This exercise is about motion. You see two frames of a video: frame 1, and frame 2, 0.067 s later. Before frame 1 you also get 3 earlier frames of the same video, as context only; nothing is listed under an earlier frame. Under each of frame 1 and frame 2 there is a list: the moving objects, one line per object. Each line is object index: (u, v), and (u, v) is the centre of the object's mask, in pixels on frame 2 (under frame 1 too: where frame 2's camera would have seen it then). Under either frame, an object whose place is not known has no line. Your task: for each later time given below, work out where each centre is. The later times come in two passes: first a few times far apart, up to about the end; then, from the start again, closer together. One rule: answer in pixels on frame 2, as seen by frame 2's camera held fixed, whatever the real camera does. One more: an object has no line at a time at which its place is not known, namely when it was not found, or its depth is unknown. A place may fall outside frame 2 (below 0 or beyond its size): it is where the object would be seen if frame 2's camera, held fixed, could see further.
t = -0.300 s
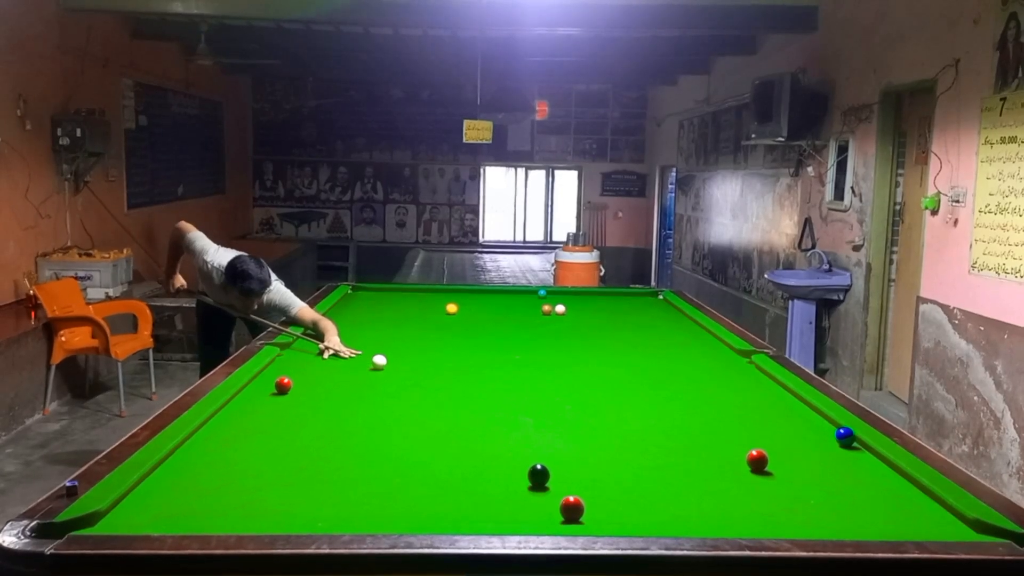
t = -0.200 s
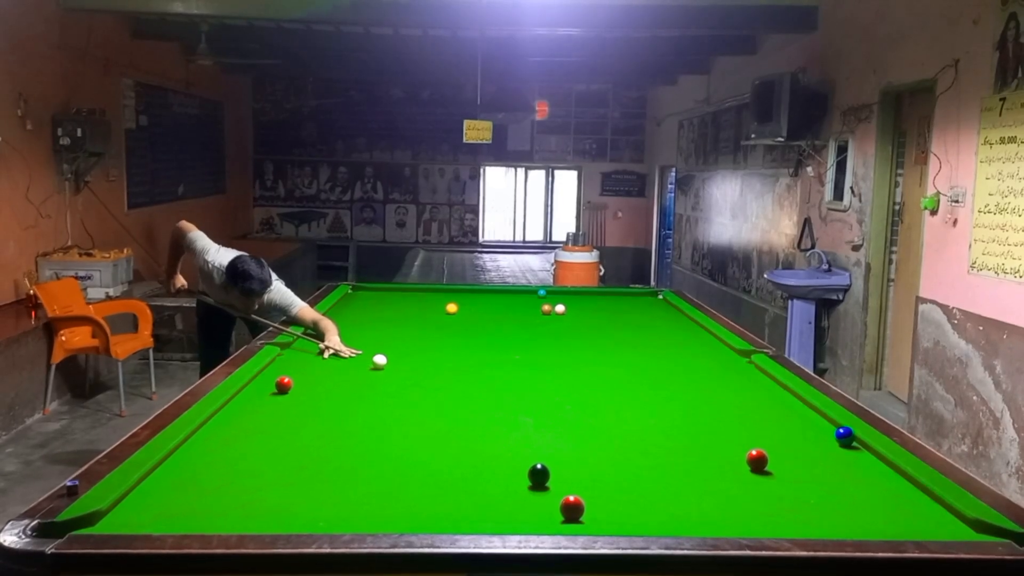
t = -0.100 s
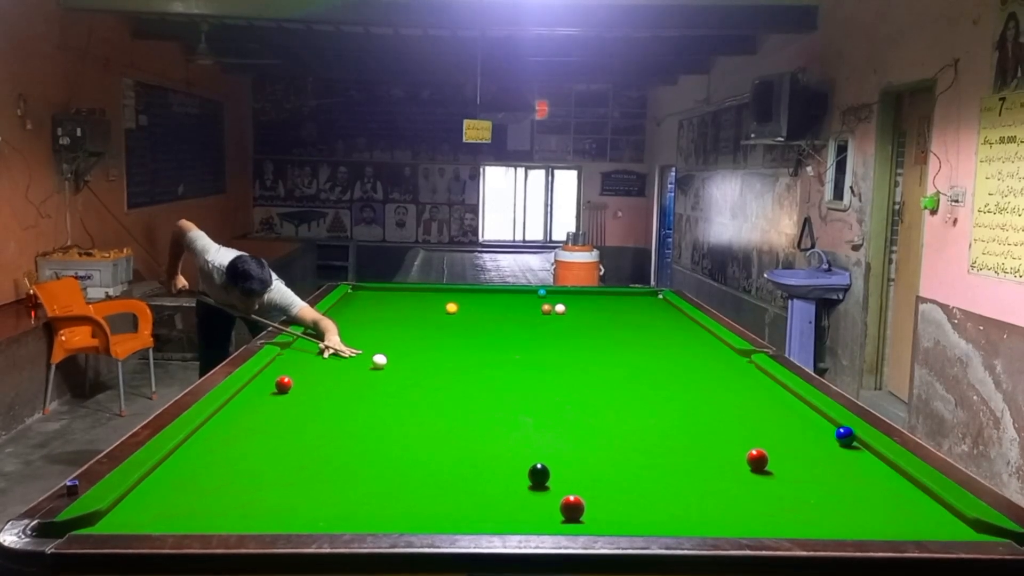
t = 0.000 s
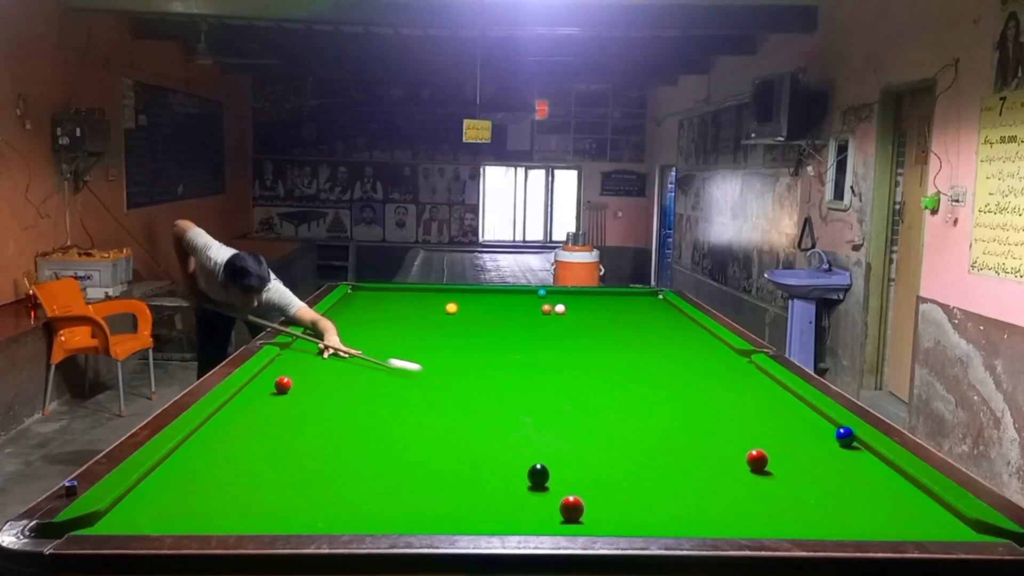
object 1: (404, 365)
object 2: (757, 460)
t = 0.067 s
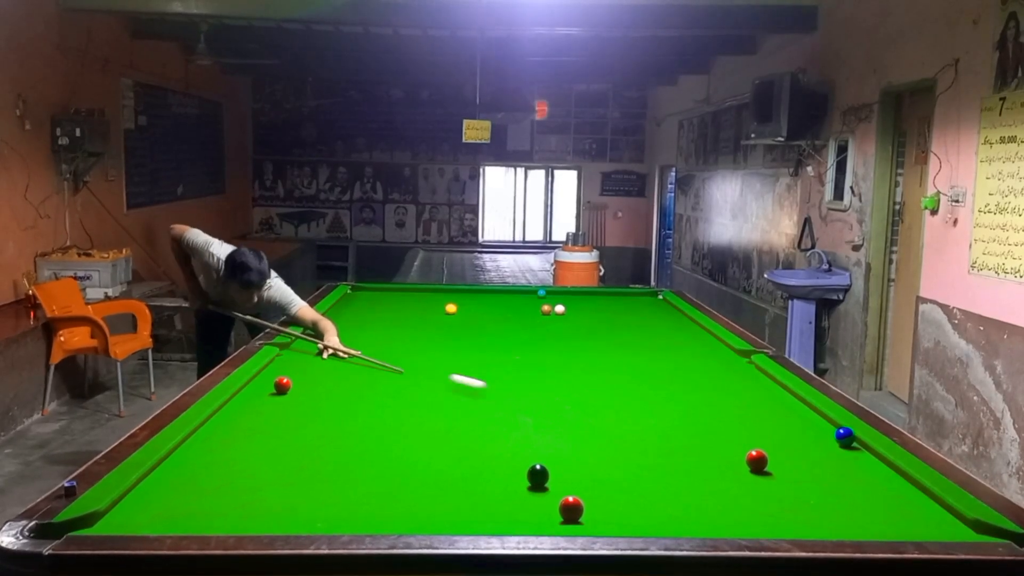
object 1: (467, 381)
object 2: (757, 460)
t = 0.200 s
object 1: (615, 419)
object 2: (757, 460)
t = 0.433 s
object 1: (742, 459)
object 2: (932, 512)
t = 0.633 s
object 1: (750, 463)
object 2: (789, 511)
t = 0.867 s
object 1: (759, 468)
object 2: (618, 476)
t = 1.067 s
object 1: (764, 471)
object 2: (495, 453)
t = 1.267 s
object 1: (769, 474)
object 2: (390, 434)
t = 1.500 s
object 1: (773, 477)
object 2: (283, 414)
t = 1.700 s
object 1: (775, 478)
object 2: (260, 400)
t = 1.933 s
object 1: (776, 479)
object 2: (342, 385)
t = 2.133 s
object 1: (776, 479)
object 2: (400, 375)
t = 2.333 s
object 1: (776, 479)
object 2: (452, 366)
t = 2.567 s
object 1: (776, 479)
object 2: (504, 357)
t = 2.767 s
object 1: (776, 479)
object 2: (545, 350)
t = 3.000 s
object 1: (776, 479)
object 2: (586, 342)
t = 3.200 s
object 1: (776, 479)
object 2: (618, 337)
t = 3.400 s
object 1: (776, 479)
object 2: (646, 332)
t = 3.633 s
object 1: (776, 479)
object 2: (676, 326)
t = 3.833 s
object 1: (776, 479)
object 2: (690, 322)
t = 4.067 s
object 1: (776, 479)
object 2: (666, 319)
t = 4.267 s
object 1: (776, 479)
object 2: (648, 316)
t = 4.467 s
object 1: (776, 479)
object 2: (632, 314)
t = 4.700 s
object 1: (776, 479)
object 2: (614, 311)
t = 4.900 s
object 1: (776, 479)
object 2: (600, 309)
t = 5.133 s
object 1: (776, 479)
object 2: (586, 307)
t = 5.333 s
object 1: (776, 479)
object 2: (574, 305)
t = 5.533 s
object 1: (776, 479)
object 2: (565, 303)
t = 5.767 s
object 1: (776, 479)
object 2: (554, 301)
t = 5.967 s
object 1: (776, 479)
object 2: (546, 300)
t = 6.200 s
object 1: (776, 479)
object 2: (537, 299)
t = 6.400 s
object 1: (776, 479)
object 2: (531, 299)
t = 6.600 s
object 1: (776, 479)
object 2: (525, 298)
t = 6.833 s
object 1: (776, 479)
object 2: (520, 297)
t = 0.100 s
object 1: (501, 390)
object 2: (757, 460)
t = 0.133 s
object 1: (537, 399)
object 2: (757, 460)
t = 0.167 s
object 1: (575, 408)
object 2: (757, 460)
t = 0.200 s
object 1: (615, 419)
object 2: (757, 460)
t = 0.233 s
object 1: (658, 430)
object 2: (757, 460)
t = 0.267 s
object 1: (703, 442)
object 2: (757, 460)
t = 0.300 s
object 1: (754, 457)
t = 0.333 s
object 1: (738, 457)
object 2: (821, 472)
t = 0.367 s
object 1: (740, 457)
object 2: (876, 491)
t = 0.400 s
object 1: (741, 458)
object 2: (925, 499)
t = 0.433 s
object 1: (742, 459)
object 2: (932, 512)
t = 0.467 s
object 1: (744, 460)
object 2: (917, 518)
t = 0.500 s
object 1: (745, 461)
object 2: (900, 522)
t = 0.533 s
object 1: (746, 461)
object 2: (876, 522)
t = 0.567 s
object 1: (748, 462)
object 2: (844, 519)
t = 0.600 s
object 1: (749, 463)
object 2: (816, 514)
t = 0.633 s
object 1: (750, 463)
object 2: (789, 511)
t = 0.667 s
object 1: (752, 464)
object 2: (762, 505)
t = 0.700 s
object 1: (753, 465)
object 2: (736, 499)
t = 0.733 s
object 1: (754, 466)
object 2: (711, 493)
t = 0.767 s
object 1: (755, 466)
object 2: (687, 490)
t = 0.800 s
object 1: (756, 467)
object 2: (663, 485)
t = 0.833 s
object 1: (758, 467)
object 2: (640, 481)
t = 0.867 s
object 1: (759, 468)
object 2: (618, 476)
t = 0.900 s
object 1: (760, 469)
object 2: (596, 473)
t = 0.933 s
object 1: (761, 469)
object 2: (575, 469)
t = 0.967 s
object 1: (762, 470)
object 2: (555, 464)
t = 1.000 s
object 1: (763, 470)
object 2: (534, 457)
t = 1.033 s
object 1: (764, 471)
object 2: (515, 457)
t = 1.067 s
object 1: (764, 471)
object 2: (495, 453)
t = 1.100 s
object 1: (765, 472)
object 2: (477, 450)
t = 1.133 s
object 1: (766, 472)
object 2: (459, 446)
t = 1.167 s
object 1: (767, 473)
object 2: (441, 443)
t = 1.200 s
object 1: (768, 473)
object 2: (424, 440)
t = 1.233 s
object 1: (768, 474)
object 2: (407, 437)
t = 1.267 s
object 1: (769, 474)
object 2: (390, 434)
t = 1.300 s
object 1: (770, 474)
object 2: (374, 430)
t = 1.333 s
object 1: (770, 475)
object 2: (358, 428)
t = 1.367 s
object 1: (771, 475)
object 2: (342, 425)
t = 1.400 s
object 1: (772, 476)
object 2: (327, 422)
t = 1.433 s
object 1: (772, 476)
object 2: (312, 419)
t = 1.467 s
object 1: (772, 476)
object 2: (297, 417)
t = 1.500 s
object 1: (773, 477)
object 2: (283, 414)
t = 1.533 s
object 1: (773, 477)
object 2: (269, 411)
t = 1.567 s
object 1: (774, 477)
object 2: (255, 409)
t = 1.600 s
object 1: (774, 478)
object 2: (241, 407)
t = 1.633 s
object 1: (775, 478)
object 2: (232, 405)
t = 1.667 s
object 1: (775, 478)
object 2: (246, 402)
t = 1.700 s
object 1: (775, 478)
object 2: (260, 400)
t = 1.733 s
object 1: (775, 478)
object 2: (273, 397)
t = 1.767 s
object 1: (775, 479)
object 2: (287, 395)
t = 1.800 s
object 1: (775, 479)
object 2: (298, 393)
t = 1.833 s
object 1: (775, 479)
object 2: (309, 391)
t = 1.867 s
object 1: (776, 479)
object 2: (320, 389)
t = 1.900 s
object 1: (776, 479)
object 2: (331, 387)
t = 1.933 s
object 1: (776, 479)
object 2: (342, 385)
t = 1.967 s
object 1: (776, 479)
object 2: (352, 383)
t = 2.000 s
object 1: (776, 479)
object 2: (362, 382)
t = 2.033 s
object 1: (776, 479)
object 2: (372, 380)
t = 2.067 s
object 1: (776, 479)
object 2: (382, 378)
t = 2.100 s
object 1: (776, 479)
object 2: (391, 376)
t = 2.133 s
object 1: (776, 479)
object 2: (400, 375)
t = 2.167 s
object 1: (776, 479)
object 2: (409, 373)
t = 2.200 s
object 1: (776, 479)
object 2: (418, 372)
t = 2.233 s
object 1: (776, 479)
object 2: (427, 370)
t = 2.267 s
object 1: (776, 479)
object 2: (435, 369)
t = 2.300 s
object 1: (776, 479)
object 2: (443, 367)
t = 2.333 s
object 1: (776, 479)
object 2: (452, 366)
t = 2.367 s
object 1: (776, 480)
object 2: (460, 365)
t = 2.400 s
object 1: (776, 479)
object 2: (468, 363)
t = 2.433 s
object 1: (776, 479)
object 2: (475, 362)
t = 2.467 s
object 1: (776, 479)
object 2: (483, 360)
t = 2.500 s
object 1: (776, 479)
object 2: (491, 359)
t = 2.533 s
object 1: (776, 479)
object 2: (497, 358)
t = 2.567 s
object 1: (776, 479)
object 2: (504, 357)
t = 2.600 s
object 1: (776, 479)
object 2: (511, 355)
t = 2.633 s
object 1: (776, 479)
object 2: (518, 354)
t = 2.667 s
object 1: (776, 479)
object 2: (525, 353)
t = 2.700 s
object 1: (776, 479)
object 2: (532, 351)
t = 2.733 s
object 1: (776, 479)
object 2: (538, 351)
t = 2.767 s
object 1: (776, 479)
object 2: (545, 350)
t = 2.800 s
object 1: (776, 479)
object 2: (551, 348)
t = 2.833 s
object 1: (776, 479)
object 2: (557, 347)
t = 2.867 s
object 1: (776, 479)
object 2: (563, 346)
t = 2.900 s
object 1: (776, 479)
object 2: (569, 345)
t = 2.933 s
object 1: (776, 479)
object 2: (574, 344)
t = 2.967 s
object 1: (776, 479)
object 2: (580, 343)
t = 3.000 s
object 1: (776, 479)
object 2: (586, 342)
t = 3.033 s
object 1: (776, 479)
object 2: (591, 341)
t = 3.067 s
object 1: (776, 479)
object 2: (597, 341)
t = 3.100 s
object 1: (776, 479)
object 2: (602, 340)
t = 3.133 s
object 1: (776, 479)
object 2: (607, 339)
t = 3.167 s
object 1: (776, 479)
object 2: (613, 338)
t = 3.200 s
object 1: (776, 479)
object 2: (618, 337)
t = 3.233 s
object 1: (776, 479)
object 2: (623, 336)
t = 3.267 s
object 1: (776, 479)
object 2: (627, 335)
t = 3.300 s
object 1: (776, 479)
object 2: (632, 334)
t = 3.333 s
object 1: (776, 479)
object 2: (637, 333)
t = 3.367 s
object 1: (776, 479)
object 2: (642, 333)
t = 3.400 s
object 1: (776, 479)
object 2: (646, 332)
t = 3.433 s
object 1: (776, 479)
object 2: (651, 331)
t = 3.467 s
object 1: (776, 479)
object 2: (655, 330)
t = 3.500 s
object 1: (776, 479)
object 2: (660, 330)
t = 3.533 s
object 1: (776, 479)
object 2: (664, 329)
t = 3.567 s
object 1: (776, 479)
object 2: (668, 328)
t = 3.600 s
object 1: (776, 479)
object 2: (672, 327)
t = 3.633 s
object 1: (776, 479)
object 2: (676, 326)
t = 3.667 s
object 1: (776, 479)
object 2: (681, 326)
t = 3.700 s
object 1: (776, 479)
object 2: (684, 325)
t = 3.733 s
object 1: (776, 479)
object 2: (688, 324)
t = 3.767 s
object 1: (776, 479)
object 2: (692, 324)
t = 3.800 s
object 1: (776, 479)
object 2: (694, 323)
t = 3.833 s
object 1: (776, 479)
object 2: (690, 322)
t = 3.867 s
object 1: (776, 479)
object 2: (687, 322)
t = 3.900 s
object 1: (776, 479)
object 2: (683, 321)
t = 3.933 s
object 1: (776, 479)
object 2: (680, 321)
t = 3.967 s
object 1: (776, 479)
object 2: (676, 320)
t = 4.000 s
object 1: (776, 479)
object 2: (673, 320)
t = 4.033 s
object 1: (776, 479)
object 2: (670, 319)
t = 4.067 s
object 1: (776, 479)
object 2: (666, 319)
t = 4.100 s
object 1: (776, 479)
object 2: (663, 318)
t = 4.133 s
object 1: (776, 479)
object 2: (660, 318)
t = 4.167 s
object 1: (776, 479)
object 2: (657, 317)
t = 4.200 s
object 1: (776, 479)
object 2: (654, 317)
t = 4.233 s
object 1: (776, 479)
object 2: (651, 317)
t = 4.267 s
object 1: (776, 479)
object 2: (648, 316)
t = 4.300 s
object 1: (776, 479)
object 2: (645, 316)
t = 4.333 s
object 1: (776, 479)
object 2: (643, 315)
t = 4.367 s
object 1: (776, 479)
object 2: (640, 315)
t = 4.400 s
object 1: (776, 479)
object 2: (637, 315)
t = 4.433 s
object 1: (776, 479)
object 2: (634, 314)
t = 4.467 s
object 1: (776, 479)
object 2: (632, 314)
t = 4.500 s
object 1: (776, 479)
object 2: (629, 314)
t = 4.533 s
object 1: (776, 479)
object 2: (627, 313)
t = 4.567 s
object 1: (776, 479)
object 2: (624, 312)
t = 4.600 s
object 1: (776, 479)
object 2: (622, 312)
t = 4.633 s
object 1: (776, 479)
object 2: (619, 312)
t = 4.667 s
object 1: (776, 479)
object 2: (617, 311)
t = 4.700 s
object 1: (776, 479)
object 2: (614, 311)
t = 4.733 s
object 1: (776, 479)
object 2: (612, 311)
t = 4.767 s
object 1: (777, 479)
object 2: (609, 310)
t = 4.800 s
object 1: (776, 479)
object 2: (607, 310)
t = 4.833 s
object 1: (776, 479)
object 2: (605, 310)
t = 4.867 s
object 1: (776, 479)
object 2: (602, 309)
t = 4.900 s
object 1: (776, 479)
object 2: (600, 309)
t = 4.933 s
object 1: (776, 479)
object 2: (598, 309)
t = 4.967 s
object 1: (776, 479)
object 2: (596, 308)
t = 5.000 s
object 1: (776, 479)
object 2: (594, 308)
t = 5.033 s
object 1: (776, 479)
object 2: (592, 308)
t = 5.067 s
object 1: (776, 479)
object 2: (590, 307)
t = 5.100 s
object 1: (776, 479)
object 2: (588, 307)
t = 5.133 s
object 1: (776, 479)
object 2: (586, 307)
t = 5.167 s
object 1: (776, 479)
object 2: (584, 307)
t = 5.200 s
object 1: (776, 479)
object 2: (582, 306)
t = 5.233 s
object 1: (776, 479)
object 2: (580, 306)
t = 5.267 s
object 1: (776, 479)
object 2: (578, 306)
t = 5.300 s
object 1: (776, 479)
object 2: (576, 305)
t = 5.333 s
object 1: (776, 479)
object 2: (574, 305)
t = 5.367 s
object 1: (776, 479)
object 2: (573, 305)
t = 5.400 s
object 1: (776, 479)
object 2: (571, 304)
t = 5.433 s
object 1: (776, 479)
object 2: (569, 304)
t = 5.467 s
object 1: (776, 479)
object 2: (568, 304)
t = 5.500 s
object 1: (776, 479)
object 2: (566, 303)
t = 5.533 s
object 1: (776, 479)
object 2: (565, 303)
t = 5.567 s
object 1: (776, 479)
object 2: (563, 302)
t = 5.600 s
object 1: (776, 479)
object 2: (561, 302)
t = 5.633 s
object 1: (776, 479)
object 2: (560, 301)
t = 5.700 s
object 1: (776, 479)
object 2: (556, 301)
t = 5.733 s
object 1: (776, 479)
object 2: (555, 301)
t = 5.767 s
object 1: (776, 479)
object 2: (554, 301)
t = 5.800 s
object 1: (776, 479)
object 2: (552, 301)
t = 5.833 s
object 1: (776, 479)
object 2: (551, 301)
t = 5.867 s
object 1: (776, 479)
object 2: (550, 301)
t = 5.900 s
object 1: (776, 479)
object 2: (549, 301)
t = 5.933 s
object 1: (776, 479)
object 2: (547, 300)
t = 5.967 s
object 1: (776, 479)
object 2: (546, 300)
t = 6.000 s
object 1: (776, 479)
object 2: (544, 300)
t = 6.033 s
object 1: (776, 479)
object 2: (543, 300)
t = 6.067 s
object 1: (776, 480)
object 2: (542, 300)
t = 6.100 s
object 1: (776, 479)
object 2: (541, 300)
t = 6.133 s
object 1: (776, 479)
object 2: (540, 300)
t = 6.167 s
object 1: (776, 479)
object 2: (538, 299)
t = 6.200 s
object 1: (776, 479)
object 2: (537, 299)
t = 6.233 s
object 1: (776, 479)
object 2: (536, 299)
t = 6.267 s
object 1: (776, 479)
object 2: (535, 299)
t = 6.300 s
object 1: (776, 479)
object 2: (534, 299)
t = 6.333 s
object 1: (776, 479)
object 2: (533, 299)
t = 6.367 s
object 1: (776, 479)
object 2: (532, 299)
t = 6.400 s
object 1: (776, 479)
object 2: (531, 299)
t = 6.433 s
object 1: (776, 479)
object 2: (530, 298)
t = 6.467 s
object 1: (776, 479)
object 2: (529, 298)
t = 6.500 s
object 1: (776, 479)
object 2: (528, 298)
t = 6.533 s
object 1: (776, 480)
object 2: (527, 298)
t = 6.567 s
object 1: (776, 479)
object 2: (526, 298)
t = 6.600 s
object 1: (776, 479)
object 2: (525, 298)
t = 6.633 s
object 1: (776, 479)
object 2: (524, 298)
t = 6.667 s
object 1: (776, 479)
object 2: (523, 298)
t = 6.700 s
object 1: (776, 480)
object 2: (522, 298)
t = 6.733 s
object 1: (776, 479)
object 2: (522, 297)
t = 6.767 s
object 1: (776, 479)
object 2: (521, 297)
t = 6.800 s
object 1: (776, 479)
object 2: (520, 297)
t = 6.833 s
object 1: (776, 479)
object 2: (520, 297)
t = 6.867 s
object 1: (776, 479)
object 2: (519, 297)
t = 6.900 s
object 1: (776, 479)
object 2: (518, 297)
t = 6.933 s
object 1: (776, 479)
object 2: (517, 297)
